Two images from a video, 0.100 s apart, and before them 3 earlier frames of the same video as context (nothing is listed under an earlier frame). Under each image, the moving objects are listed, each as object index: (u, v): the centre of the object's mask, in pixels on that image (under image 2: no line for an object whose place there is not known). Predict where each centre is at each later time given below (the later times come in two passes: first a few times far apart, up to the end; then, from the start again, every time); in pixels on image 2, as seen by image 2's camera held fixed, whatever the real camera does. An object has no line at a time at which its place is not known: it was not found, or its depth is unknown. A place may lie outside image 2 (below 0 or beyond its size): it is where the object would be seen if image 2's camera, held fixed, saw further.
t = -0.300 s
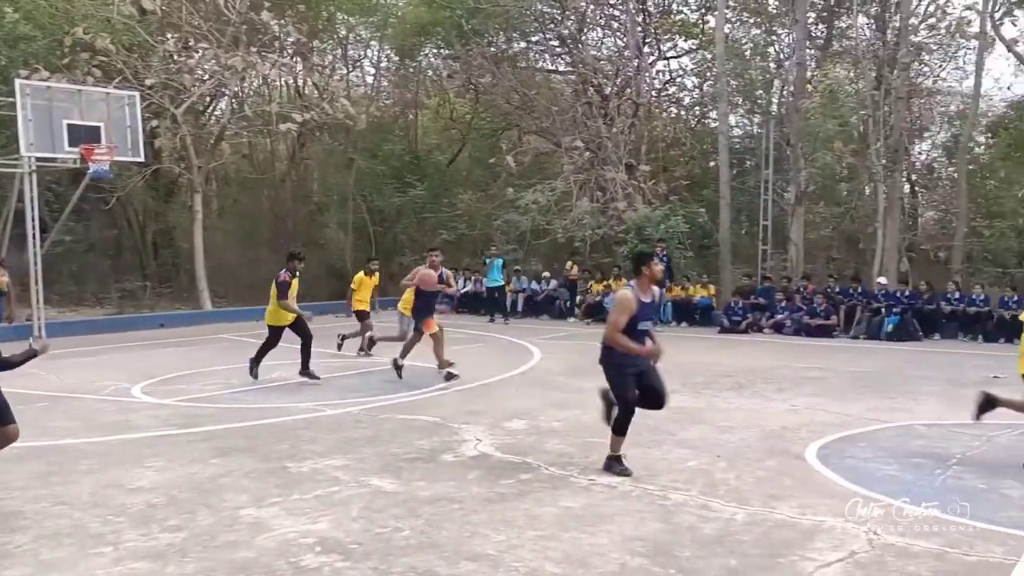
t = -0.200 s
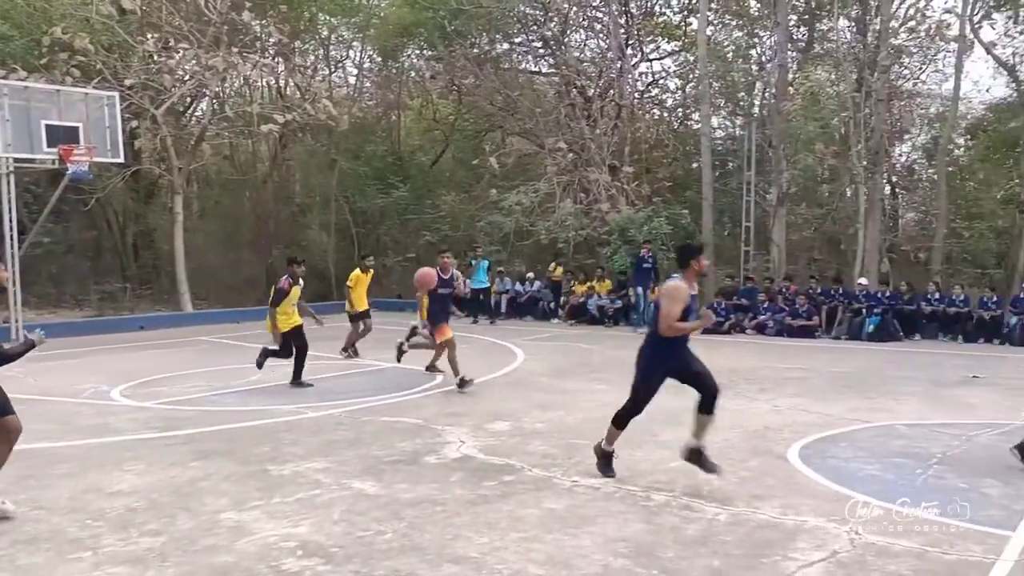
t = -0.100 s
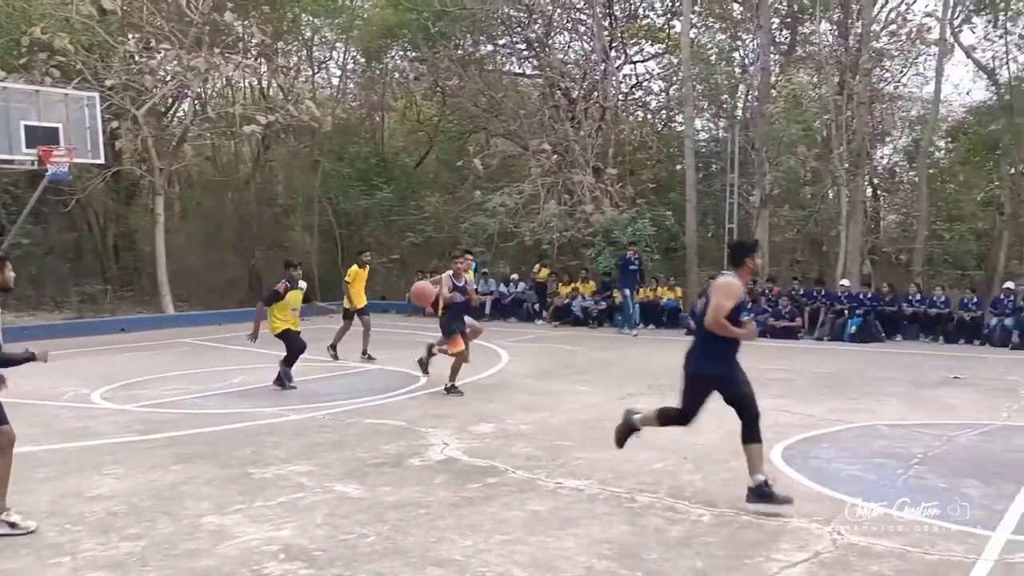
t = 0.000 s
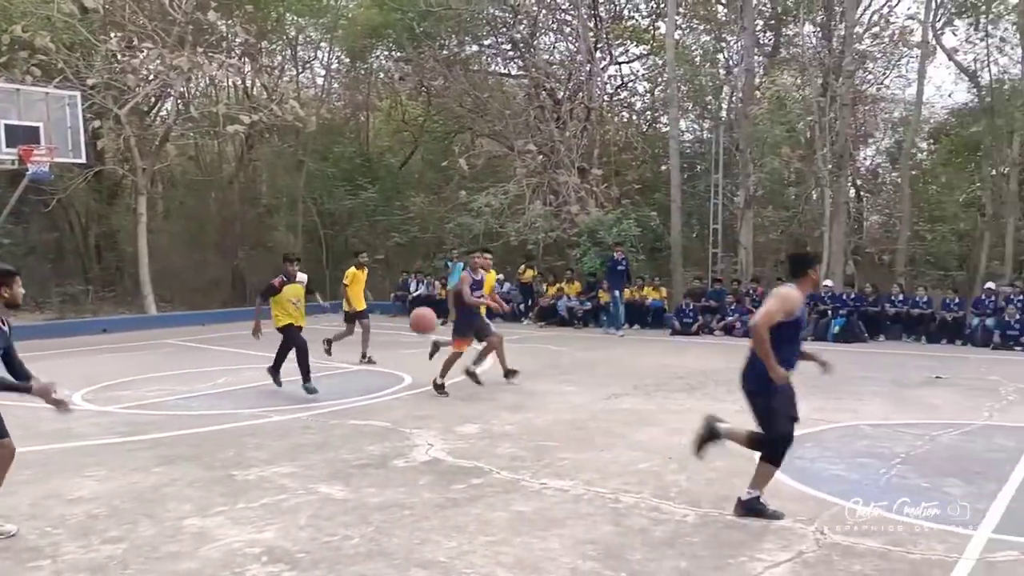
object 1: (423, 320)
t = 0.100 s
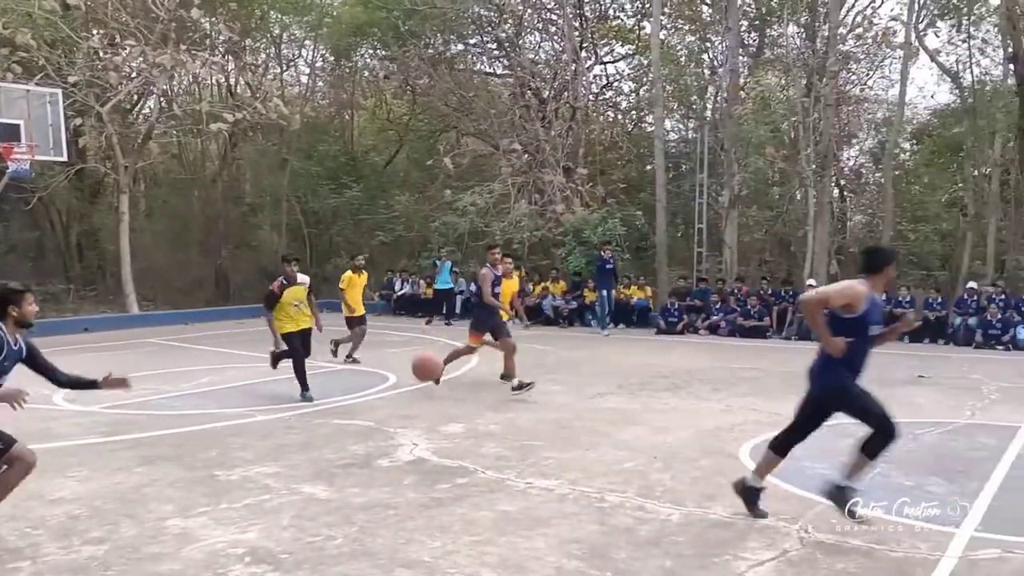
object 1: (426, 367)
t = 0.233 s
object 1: (458, 467)
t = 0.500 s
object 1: (513, 375)
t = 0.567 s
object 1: (530, 356)
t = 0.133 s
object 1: (434, 387)
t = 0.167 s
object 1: (441, 409)
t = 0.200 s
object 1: (449, 437)
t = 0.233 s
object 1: (458, 467)
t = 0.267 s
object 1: (466, 479)
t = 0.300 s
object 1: (472, 460)
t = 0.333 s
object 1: (479, 443)
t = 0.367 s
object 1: (485, 426)
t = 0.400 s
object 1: (491, 412)
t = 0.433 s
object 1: (499, 398)
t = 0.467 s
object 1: (506, 387)
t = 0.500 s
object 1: (513, 375)
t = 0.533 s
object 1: (521, 365)
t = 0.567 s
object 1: (530, 356)
